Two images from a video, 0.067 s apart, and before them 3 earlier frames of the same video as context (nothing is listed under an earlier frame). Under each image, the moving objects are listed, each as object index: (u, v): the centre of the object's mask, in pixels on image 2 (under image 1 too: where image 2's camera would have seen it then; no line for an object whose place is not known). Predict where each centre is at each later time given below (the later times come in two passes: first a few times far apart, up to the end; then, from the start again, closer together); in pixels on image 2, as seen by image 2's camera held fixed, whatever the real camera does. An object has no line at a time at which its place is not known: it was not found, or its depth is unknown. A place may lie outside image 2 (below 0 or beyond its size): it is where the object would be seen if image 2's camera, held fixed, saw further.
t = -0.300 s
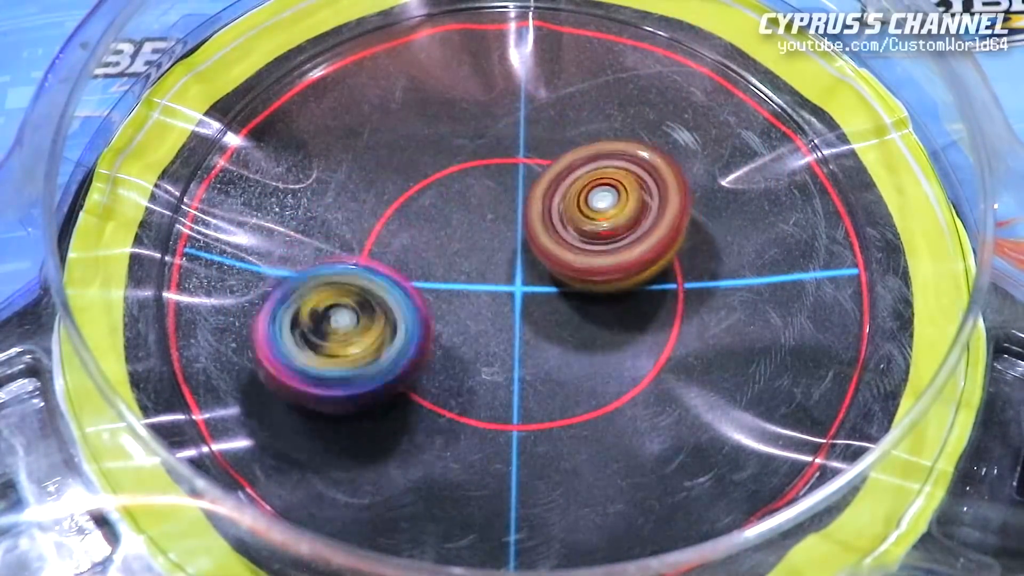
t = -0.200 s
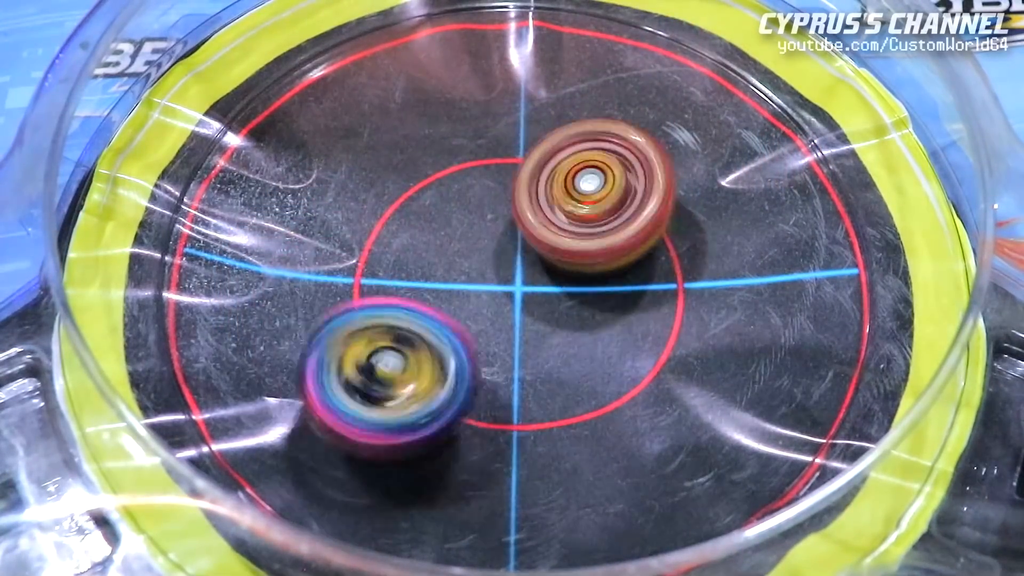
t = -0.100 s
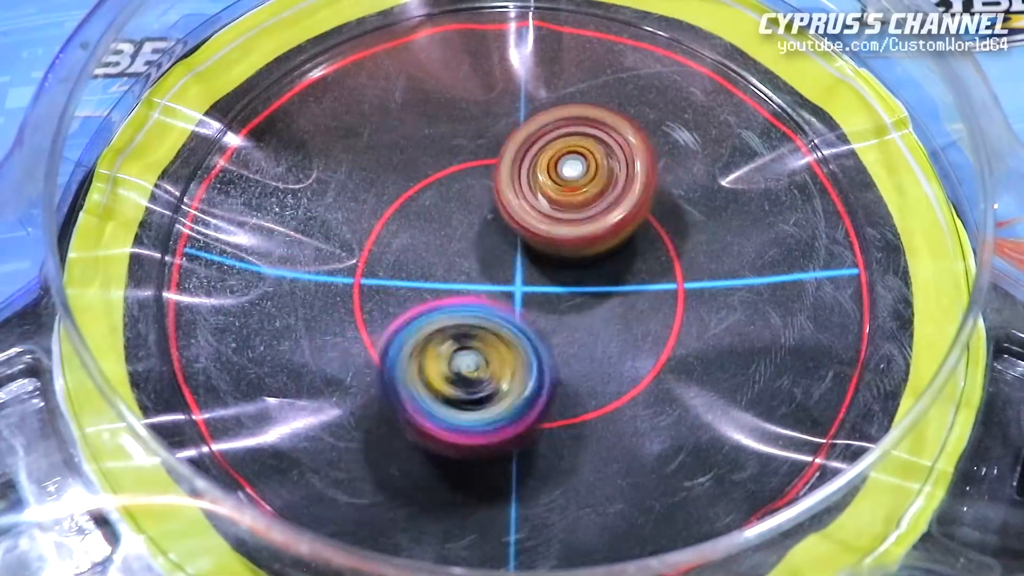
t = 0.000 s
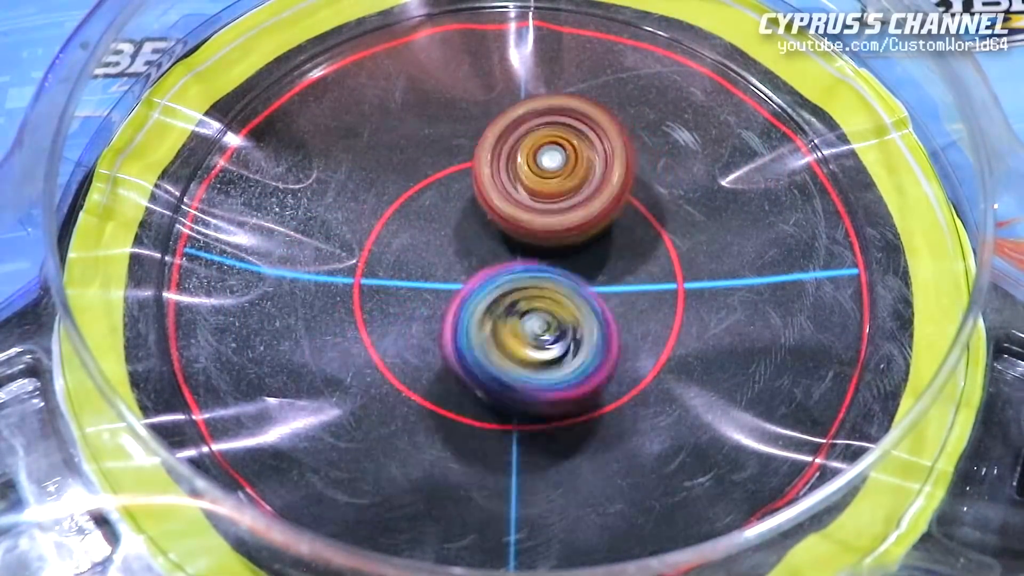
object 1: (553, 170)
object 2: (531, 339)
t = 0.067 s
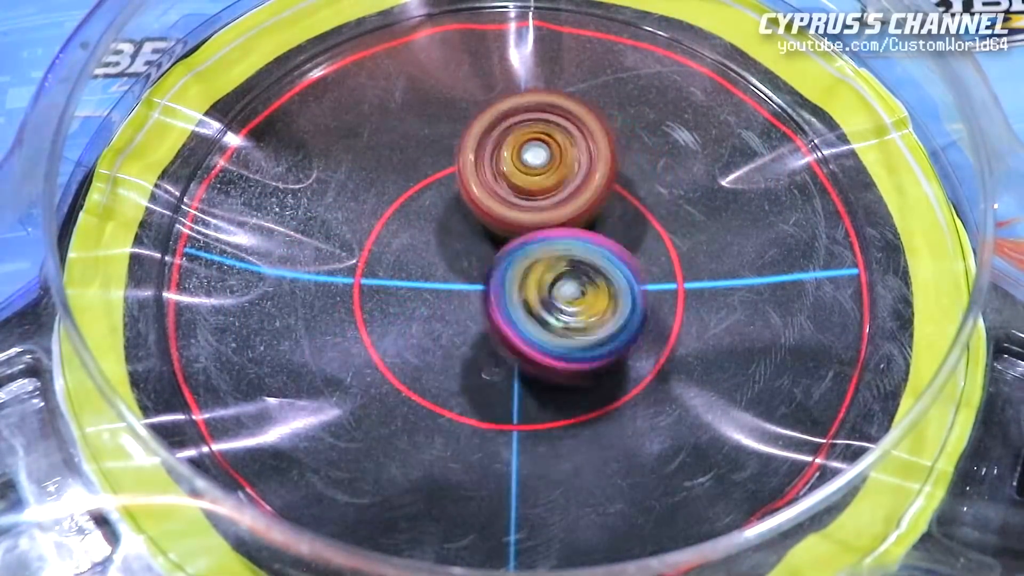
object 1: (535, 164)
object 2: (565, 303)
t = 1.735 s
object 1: (652, 245)
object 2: (365, 152)
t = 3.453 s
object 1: (601, 350)
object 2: (505, 231)
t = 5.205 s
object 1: (636, 331)
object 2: (464, 227)
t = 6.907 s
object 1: (636, 229)
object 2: (474, 229)
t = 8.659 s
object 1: (440, 299)
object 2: (517, 168)
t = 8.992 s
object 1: (415, 305)
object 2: (404, 149)
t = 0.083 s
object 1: (529, 161)
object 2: (572, 294)
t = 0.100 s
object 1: (524, 160)
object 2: (578, 289)
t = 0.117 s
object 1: (520, 158)
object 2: (589, 291)
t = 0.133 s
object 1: (516, 155)
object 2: (599, 289)
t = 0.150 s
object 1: (510, 154)
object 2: (608, 284)
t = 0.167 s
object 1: (506, 153)
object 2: (617, 283)
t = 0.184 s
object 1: (502, 154)
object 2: (625, 278)
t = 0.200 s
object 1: (497, 154)
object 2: (632, 274)
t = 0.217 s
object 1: (493, 155)
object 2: (642, 270)
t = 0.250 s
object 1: (484, 156)
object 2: (655, 258)
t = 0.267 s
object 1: (480, 156)
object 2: (661, 251)
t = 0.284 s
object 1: (477, 158)
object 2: (665, 245)
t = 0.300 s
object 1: (472, 159)
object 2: (667, 237)
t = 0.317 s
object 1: (468, 162)
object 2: (666, 230)
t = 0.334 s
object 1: (464, 162)
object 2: (667, 222)
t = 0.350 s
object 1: (461, 165)
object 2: (664, 215)
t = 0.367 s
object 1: (457, 166)
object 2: (659, 209)
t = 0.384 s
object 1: (454, 170)
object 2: (654, 203)
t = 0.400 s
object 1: (451, 171)
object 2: (646, 198)
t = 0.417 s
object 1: (448, 175)
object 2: (641, 193)
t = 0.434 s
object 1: (444, 177)
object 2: (631, 188)
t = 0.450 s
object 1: (441, 181)
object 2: (623, 186)
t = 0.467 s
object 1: (438, 183)
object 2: (614, 184)
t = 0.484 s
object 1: (436, 187)
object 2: (601, 184)
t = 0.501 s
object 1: (408, 192)
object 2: (624, 176)
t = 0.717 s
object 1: (206, 255)
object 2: (770, 108)
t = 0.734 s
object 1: (202, 258)
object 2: (773, 104)
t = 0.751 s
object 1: (200, 261)
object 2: (778, 102)
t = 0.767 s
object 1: (198, 263)
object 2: (780, 100)
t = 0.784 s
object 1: (198, 267)
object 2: (781, 100)
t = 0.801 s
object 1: (197, 270)
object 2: (781, 100)
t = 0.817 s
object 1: (196, 275)
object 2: (781, 101)
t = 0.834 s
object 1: (197, 278)
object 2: (778, 103)
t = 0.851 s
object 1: (197, 282)
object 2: (774, 106)
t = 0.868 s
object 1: (199, 286)
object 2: (768, 110)
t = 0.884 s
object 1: (201, 290)
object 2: (760, 115)
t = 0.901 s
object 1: (205, 296)
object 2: (753, 121)
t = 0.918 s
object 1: (207, 299)
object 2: (744, 129)
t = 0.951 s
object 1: (216, 308)
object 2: (725, 146)
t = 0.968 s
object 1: (220, 312)
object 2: (715, 153)
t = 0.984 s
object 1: (227, 316)
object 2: (706, 161)
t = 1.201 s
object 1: (364, 346)
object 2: (554, 257)
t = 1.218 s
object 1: (377, 346)
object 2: (542, 261)
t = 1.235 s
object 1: (385, 351)
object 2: (536, 262)
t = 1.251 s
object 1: (389, 359)
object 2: (537, 254)
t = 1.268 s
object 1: (394, 366)
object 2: (537, 248)
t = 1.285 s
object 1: (403, 369)
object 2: (539, 245)
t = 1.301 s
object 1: (412, 370)
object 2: (541, 237)
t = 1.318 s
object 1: (423, 371)
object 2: (538, 233)
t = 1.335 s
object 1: (434, 370)
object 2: (538, 230)
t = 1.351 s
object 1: (444, 369)
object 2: (536, 226)
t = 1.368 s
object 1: (456, 367)
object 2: (529, 222)
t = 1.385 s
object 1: (465, 364)
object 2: (523, 217)
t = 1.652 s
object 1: (624, 282)
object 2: (399, 148)
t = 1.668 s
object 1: (630, 275)
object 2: (389, 145)
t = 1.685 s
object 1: (635, 268)
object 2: (383, 147)
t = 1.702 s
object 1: (643, 260)
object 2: (376, 147)
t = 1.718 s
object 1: (647, 253)
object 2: (367, 149)
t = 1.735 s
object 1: (652, 245)
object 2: (365, 152)
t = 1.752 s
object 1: (655, 238)
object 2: (358, 156)
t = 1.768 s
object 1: (657, 232)
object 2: (355, 162)
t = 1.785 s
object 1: (661, 224)
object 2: (357, 167)
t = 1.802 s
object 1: (662, 217)
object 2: (355, 174)
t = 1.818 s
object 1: (665, 210)
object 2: (358, 182)
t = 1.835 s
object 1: (665, 204)
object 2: (360, 185)
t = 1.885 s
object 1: (667, 184)
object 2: (378, 206)
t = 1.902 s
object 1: (668, 178)
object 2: (388, 211)
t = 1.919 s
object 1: (666, 173)
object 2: (399, 217)
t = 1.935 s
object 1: (664, 168)
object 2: (407, 224)
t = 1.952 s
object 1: (664, 162)
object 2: (419, 227)
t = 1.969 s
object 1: (661, 158)
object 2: (428, 232)
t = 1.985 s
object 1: (659, 153)
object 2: (440, 237)
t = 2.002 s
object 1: (655, 147)
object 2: (451, 239)
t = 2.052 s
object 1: (643, 138)
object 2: (483, 248)
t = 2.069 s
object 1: (640, 134)
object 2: (495, 251)
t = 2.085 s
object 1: (634, 129)
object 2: (506, 252)
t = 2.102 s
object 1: (629, 128)
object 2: (518, 256)
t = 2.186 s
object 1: (601, 117)
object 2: (574, 262)
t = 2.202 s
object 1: (594, 115)
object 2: (584, 262)
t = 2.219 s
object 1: (587, 115)
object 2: (595, 262)
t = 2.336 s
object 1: (539, 120)
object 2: (665, 250)
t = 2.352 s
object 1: (531, 124)
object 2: (673, 245)
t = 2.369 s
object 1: (525, 125)
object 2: (680, 242)
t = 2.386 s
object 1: (517, 127)
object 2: (684, 236)
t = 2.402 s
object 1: (512, 129)
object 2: (687, 231)
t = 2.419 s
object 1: (503, 132)
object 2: (690, 227)
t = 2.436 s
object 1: (495, 137)
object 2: (690, 223)
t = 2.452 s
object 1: (488, 140)
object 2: (690, 218)
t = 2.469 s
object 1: (480, 144)
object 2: (687, 212)
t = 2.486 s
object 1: (475, 148)
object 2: (683, 210)
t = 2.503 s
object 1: (468, 152)
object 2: (676, 207)
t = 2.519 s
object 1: (460, 160)
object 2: (670, 204)
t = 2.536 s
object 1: (454, 164)
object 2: (663, 204)
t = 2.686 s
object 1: (404, 224)
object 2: (576, 221)
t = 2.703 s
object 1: (399, 232)
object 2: (565, 224)
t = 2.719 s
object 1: (390, 239)
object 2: (565, 227)
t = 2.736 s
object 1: (387, 246)
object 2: (562, 229)
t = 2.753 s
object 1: (382, 252)
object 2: (561, 232)
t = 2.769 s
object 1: (381, 260)
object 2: (561, 235)
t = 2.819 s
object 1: (377, 282)
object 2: (557, 246)
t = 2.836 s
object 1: (377, 289)
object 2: (557, 253)
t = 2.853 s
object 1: (378, 298)
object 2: (557, 258)
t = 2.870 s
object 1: (380, 305)
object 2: (556, 263)
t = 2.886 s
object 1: (380, 312)
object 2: (556, 266)
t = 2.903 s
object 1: (384, 319)
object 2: (557, 271)
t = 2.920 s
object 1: (386, 325)
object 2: (557, 275)
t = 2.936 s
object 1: (390, 333)
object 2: (555, 279)
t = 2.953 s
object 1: (392, 341)
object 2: (560, 279)
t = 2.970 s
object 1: (392, 347)
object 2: (565, 277)
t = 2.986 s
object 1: (395, 355)
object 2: (572, 278)
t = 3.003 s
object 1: (401, 361)
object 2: (577, 273)
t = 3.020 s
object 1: (406, 366)
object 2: (582, 273)
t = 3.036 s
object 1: (412, 372)
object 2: (587, 269)
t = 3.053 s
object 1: (418, 376)
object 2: (591, 267)
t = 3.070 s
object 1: (424, 381)
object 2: (593, 264)
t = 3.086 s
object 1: (432, 384)
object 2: (594, 261)
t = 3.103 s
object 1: (437, 387)
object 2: (596, 256)
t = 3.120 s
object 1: (445, 391)
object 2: (596, 252)
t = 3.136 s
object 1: (454, 393)
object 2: (598, 249)
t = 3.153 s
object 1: (460, 394)
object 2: (596, 245)
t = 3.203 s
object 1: (484, 398)
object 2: (590, 237)
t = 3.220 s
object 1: (494, 398)
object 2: (587, 233)
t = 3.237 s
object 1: (502, 397)
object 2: (584, 232)
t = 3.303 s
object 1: (533, 391)
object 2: (563, 222)
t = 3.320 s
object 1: (542, 387)
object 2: (559, 221)
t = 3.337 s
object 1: (548, 384)
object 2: (551, 221)
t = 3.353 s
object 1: (557, 380)
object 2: (546, 221)
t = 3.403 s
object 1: (580, 367)
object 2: (525, 223)
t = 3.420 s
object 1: (587, 361)
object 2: (517, 226)
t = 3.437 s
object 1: (592, 357)
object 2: (511, 227)
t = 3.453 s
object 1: (601, 350)
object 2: (505, 231)
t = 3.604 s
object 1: (638, 284)
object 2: (455, 268)
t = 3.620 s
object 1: (638, 277)
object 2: (450, 271)
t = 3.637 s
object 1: (640, 269)
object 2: (450, 278)
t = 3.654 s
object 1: (640, 259)
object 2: (447, 281)
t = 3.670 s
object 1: (639, 252)
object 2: (448, 286)
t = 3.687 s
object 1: (640, 244)
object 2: (447, 289)
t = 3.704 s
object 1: (638, 234)
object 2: (450, 293)
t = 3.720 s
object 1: (636, 227)
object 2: (451, 296)
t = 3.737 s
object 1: (636, 219)
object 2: (453, 300)
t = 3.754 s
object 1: (633, 211)
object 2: (455, 300)
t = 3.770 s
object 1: (630, 204)
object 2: (459, 304)
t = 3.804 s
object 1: (623, 189)
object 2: (466, 307)
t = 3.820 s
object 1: (619, 183)
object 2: (470, 306)
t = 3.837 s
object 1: (616, 175)
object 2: (475, 308)
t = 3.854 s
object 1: (611, 170)
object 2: (480, 307)
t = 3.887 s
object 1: (600, 158)
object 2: (489, 305)
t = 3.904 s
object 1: (594, 154)
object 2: (492, 304)
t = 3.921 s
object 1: (589, 149)
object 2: (497, 300)
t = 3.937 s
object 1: (582, 144)
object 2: (501, 299)
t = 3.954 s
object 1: (576, 140)
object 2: (506, 296)
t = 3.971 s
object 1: (570, 138)
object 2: (509, 293)
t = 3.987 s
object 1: (562, 133)
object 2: (514, 288)
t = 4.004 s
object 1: (556, 130)
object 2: (516, 284)
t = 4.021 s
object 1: (550, 128)
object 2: (520, 277)
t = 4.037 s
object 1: (542, 124)
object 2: (523, 272)
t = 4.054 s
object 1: (535, 123)
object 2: (525, 265)
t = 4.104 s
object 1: (513, 117)
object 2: (526, 249)
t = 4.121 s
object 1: (510, 116)
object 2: (526, 245)
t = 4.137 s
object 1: (501, 114)
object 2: (526, 245)
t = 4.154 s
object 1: (494, 116)
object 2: (527, 244)
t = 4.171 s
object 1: (487, 117)
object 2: (527, 248)
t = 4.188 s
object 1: (478, 118)
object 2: (530, 250)
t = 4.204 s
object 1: (471, 122)
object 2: (531, 255)
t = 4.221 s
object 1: (465, 126)
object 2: (535, 258)
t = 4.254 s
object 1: (451, 132)
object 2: (541, 266)
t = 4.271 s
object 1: (445, 136)
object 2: (543, 269)
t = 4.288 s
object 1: (436, 140)
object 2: (547, 270)
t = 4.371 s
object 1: (411, 166)
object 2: (558, 275)
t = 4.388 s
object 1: (404, 173)
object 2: (559, 276)
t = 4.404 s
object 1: (401, 180)
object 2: (560, 277)
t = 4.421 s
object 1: (398, 186)
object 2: (560, 277)
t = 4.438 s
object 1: (393, 194)
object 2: (562, 276)
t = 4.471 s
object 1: (388, 209)
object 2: (561, 276)
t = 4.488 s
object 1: (386, 218)
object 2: (559, 276)
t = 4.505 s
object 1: (385, 226)
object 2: (561, 274)
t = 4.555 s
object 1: (384, 250)
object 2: (557, 273)
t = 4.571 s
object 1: (383, 257)
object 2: (556, 270)
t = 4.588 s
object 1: (383, 267)
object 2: (559, 269)
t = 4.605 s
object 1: (385, 275)
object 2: (560, 267)
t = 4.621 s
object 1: (386, 283)
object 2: (559, 267)
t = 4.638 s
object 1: (389, 292)
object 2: (562, 265)
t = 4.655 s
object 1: (393, 299)
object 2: (562, 263)
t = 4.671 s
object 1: (395, 307)
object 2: (562, 260)
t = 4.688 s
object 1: (400, 315)
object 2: (561, 259)
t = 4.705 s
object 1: (405, 322)
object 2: (561, 255)
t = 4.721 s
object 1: (410, 329)
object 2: (560, 255)
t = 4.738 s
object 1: (417, 336)
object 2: (559, 251)
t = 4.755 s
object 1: (424, 342)
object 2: (557, 251)
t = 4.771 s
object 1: (431, 348)
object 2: (555, 247)
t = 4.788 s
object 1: (438, 354)
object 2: (554, 245)
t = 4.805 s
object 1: (447, 359)
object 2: (549, 244)
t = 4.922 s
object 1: (508, 381)
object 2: (524, 231)
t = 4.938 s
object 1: (518, 383)
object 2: (521, 230)
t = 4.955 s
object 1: (528, 383)
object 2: (516, 227)
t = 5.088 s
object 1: (595, 368)
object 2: (483, 220)
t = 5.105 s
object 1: (604, 364)
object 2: (481, 219)
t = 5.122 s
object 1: (611, 359)
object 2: (476, 221)
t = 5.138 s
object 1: (615, 354)
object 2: (473, 222)
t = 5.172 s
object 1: (628, 342)
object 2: (469, 224)
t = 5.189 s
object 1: (631, 337)
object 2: (464, 226)
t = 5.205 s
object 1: (636, 331)
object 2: (464, 227)
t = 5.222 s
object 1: (641, 324)
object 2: (463, 230)
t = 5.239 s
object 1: (643, 317)
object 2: (461, 230)
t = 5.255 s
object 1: (646, 310)
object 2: (461, 233)
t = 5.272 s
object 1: (649, 302)
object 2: (459, 235)
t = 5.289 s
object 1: (649, 295)
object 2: (461, 237)
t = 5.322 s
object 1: (651, 280)
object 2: (462, 241)
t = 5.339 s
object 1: (649, 273)
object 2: (461, 243)
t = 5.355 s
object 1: (648, 265)
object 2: (463, 245)
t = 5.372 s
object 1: (648, 257)
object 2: (464, 248)
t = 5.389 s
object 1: (644, 250)
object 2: (466, 248)
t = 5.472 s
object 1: (630, 213)
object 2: (484, 258)
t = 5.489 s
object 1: (626, 205)
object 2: (487, 259)
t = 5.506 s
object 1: (623, 199)
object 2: (491, 261)
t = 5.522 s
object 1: (617, 194)
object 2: (491, 264)
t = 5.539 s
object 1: (611, 185)
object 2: (485, 271)
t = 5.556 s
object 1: (603, 179)
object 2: (482, 278)
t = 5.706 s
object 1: (530, 144)
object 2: (459, 328)
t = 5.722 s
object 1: (522, 143)
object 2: (457, 332)
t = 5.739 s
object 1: (513, 143)
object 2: (459, 337)
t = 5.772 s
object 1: (497, 140)
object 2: (463, 344)
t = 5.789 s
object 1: (487, 140)
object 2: (464, 349)
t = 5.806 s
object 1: (480, 141)
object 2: (467, 351)
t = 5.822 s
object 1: (470, 141)
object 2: (472, 352)
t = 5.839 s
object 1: (461, 144)
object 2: (476, 353)
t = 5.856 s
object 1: (454, 145)
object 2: (481, 353)
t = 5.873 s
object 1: (446, 148)
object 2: (483, 351)
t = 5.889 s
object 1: (437, 148)
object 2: (487, 348)
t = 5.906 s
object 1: (430, 154)
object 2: (493, 346)
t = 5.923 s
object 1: (424, 157)
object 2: (493, 343)
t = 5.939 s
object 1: (417, 159)
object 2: (498, 338)
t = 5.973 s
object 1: (403, 171)
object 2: (504, 325)
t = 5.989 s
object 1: (399, 175)
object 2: (508, 320)
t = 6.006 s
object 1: (392, 180)
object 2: (508, 315)
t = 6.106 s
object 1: (370, 218)
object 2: (513, 276)
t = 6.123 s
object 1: (368, 227)
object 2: (514, 270)
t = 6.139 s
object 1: (366, 233)
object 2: (518, 266)
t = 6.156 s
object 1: (366, 240)
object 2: (522, 262)
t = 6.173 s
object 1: (364, 248)
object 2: (524, 257)
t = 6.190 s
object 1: (367, 257)
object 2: (527, 252)
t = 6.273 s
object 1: (382, 291)
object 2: (544, 224)
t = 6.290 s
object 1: (388, 299)
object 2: (544, 218)
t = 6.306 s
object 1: (394, 306)
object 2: (546, 214)
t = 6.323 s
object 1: (401, 310)
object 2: (549, 208)
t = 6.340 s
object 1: (407, 317)
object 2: (551, 202)
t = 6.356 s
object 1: (415, 322)
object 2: (553, 196)
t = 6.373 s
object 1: (424, 327)
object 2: (553, 192)
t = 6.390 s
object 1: (432, 331)
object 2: (554, 187)
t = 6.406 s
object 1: (440, 336)
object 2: (555, 182)
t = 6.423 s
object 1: (449, 339)
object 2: (554, 177)
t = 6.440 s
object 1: (459, 342)
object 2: (553, 172)
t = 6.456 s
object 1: (468, 344)
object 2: (551, 169)
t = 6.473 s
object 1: (478, 346)
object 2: (550, 164)
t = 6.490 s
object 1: (488, 347)
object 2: (548, 162)
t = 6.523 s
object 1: (508, 348)
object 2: (542, 159)
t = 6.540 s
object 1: (518, 347)
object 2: (538, 158)
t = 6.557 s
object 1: (529, 345)
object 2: (536, 158)
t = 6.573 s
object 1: (537, 344)
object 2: (532, 158)
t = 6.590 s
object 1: (547, 341)
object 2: (528, 159)
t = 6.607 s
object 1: (557, 338)
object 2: (526, 162)
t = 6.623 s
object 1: (564, 334)
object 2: (521, 162)
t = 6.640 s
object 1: (573, 331)
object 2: (520, 165)
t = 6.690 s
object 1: (595, 317)
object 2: (511, 175)
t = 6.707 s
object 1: (603, 312)
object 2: (507, 178)
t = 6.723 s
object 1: (609, 305)
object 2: (507, 182)
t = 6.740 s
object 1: (614, 300)
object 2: (506, 187)
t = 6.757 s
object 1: (618, 294)
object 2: (503, 193)
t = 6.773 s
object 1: (624, 287)
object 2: (502, 200)
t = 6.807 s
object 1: (629, 273)
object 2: (498, 210)
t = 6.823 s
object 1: (632, 266)
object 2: (497, 213)
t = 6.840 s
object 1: (636, 259)
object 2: (490, 218)
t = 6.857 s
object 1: (637, 252)
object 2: (487, 220)
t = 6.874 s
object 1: (637, 245)
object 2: (480, 223)
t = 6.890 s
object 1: (639, 237)
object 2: (477, 227)
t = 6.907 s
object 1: (636, 229)
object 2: (474, 229)
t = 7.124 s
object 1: (574, 161)
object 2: (416, 285)
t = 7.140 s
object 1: (567, 156)
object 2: (412, 289)
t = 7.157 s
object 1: (559, 155)
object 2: (415, 294)
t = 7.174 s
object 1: (550, 153)
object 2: (418, 298)
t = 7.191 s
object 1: (543, 152)
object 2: (418, 301)
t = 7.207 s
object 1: (534, 151)
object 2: (422, 306)
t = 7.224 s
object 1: (526, 150)
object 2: (423, 307)
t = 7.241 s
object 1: (519, 152)
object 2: (428, 308)
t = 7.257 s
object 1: (513, 150)
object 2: (434, 312)
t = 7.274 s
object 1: (504, 151)
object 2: (438, 313)
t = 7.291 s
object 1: (496, 153)
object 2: (443, 314)
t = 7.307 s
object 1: (488, 155)
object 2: (447, 314)
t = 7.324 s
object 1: (481, 156)
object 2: (455, 312)
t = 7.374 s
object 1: (457, 164)
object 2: (476, 310)
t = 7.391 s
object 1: (452, 166)
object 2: (480, 311)
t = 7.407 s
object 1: (443, 170)
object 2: (482, 309)
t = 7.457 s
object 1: (425, 184)
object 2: (504, 298)
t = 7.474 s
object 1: (418, 189)
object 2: (512, 295)
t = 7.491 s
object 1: (414, 198)
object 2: (517, 293)
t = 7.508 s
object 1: (411, 203)
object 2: (523, 290)
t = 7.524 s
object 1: (405, 212)
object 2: (533, 290)
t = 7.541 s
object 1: (406, 221)
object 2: (542, 290)
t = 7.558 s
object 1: (404, 229)
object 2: (549, 290)
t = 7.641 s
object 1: (408, 266)
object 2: (580, 283)
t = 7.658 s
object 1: (409, 273)
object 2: (588, 284)
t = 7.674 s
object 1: (412, 280)
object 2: (596, 282)
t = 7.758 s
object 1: (436, 311)
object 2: (632, 279)
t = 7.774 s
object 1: (440, 317)
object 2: (638, 276)
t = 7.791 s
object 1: (448, 322)
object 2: (645, 275)
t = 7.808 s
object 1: (456, 327)
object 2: (651, 273)
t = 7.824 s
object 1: (464, 330)
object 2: (657, 270)
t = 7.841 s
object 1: (471, 334)
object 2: (657, 268)
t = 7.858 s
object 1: (481, 337)
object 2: (660, 263)
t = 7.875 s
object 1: (489, 340)
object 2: (662, 261)
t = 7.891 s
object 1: (497, 342)
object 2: (662, 257)
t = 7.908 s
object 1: (505, 343)
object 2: (661, 253)
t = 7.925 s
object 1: (514, 344)
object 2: (659, 251)
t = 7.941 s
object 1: (523, 345)
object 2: (657, 246)
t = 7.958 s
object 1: (529, 346)
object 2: (660, 240)
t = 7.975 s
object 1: (538, 346)
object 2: (664, 236)
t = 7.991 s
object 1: (548, 345)
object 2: (664, 233)
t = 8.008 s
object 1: (556, 343)
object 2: (664, 230)
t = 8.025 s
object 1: (559, 344)
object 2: (664, 224)
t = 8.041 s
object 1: (555, 352)
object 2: (671, 209)
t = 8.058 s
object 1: (551, 357)
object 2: (676, 193)
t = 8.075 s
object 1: (547, 363)
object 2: (685, 183)
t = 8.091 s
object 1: (545, 365)
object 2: (692, 174)
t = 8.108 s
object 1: (546, 366)
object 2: (696, 166)
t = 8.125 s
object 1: (548, 366)
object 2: (698, 157)
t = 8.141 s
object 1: (550, 365)
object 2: (699, 148)
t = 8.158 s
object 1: (552, 363)
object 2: (698, 141)
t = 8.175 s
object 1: (551, 360)
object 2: (699, 133)
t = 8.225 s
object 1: (545, 354)
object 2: (703, 125)
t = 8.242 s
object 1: (545, 352)
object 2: (703, 123)
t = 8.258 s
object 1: (543, 350)
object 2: (701, 122)
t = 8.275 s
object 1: (541, 348)
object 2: (697, 122)
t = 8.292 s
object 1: (538, 346)
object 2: (695, 121)
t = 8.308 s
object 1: (535, 344)
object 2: (693, 121)
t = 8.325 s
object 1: (535, 340)
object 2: (692, 120)
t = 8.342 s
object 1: (532, 337)
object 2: (689, 121)
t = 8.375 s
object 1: (524, 331)
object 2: (685, 123)
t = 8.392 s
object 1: (520, 329)
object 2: (681, 124)
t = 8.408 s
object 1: (517, 324)
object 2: (673, 129)
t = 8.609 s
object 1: (454, 299)
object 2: (553, 161)
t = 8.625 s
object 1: (448, 301)
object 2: (540, 163)
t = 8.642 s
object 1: (444, 300)
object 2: (529, 163)
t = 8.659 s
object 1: (440, 299)
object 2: (517, 168)
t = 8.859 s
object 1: (412, 302)
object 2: (416, 155)
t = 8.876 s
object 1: (412, 304)
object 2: (409, 153)
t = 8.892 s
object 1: (411, 304)
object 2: (410, 151)
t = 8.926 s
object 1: (411, 304)
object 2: (407, 148)
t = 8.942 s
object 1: (411, 305)
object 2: (403, 147)
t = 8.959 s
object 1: (413, 305)
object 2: (404, 146)
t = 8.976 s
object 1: (414, 306)
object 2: (405, 150)
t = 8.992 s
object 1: (415, 305)
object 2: (404, 149)
